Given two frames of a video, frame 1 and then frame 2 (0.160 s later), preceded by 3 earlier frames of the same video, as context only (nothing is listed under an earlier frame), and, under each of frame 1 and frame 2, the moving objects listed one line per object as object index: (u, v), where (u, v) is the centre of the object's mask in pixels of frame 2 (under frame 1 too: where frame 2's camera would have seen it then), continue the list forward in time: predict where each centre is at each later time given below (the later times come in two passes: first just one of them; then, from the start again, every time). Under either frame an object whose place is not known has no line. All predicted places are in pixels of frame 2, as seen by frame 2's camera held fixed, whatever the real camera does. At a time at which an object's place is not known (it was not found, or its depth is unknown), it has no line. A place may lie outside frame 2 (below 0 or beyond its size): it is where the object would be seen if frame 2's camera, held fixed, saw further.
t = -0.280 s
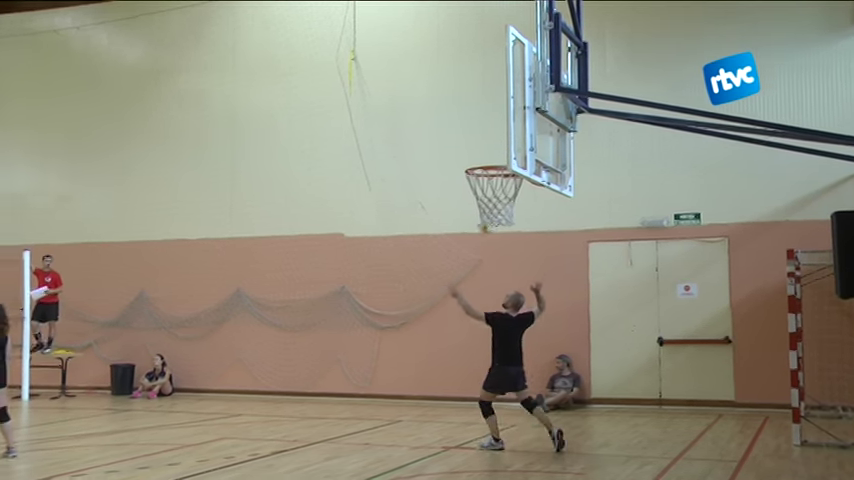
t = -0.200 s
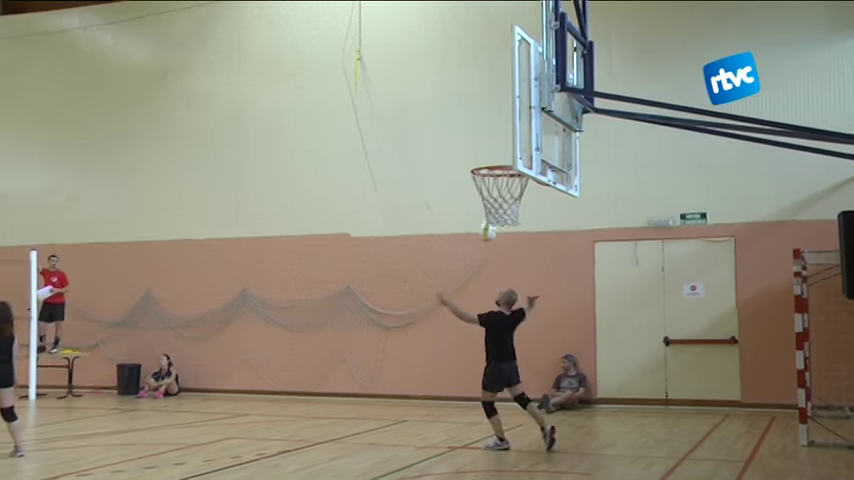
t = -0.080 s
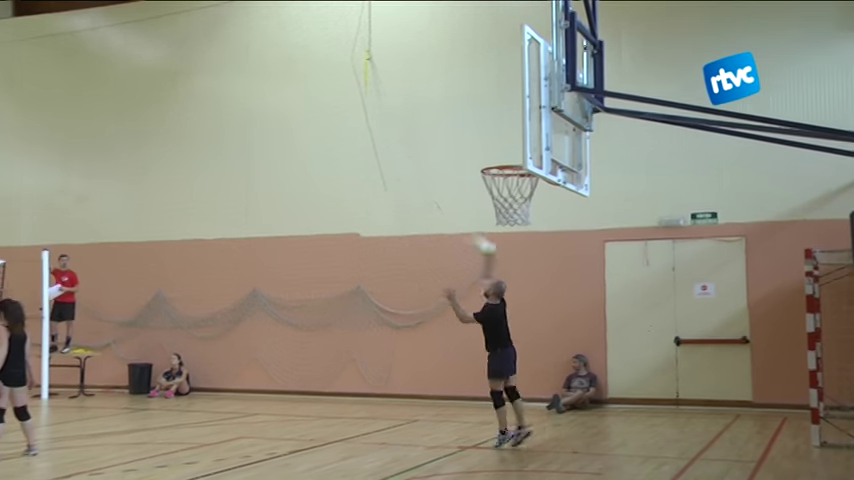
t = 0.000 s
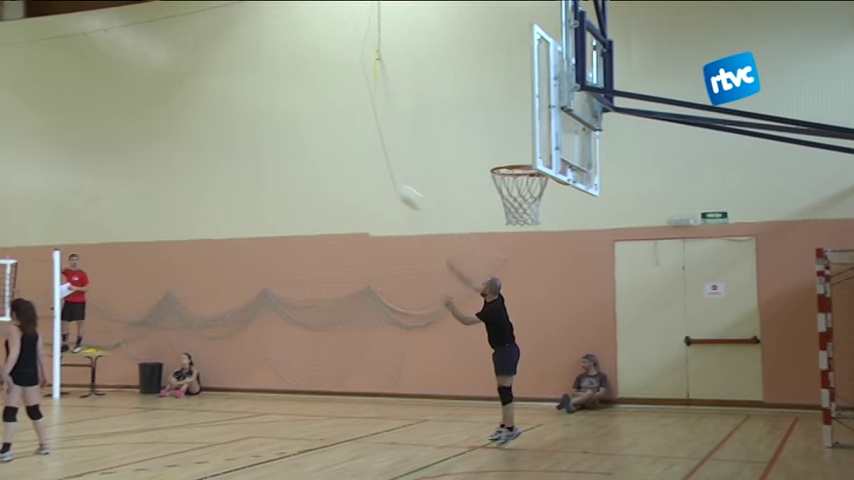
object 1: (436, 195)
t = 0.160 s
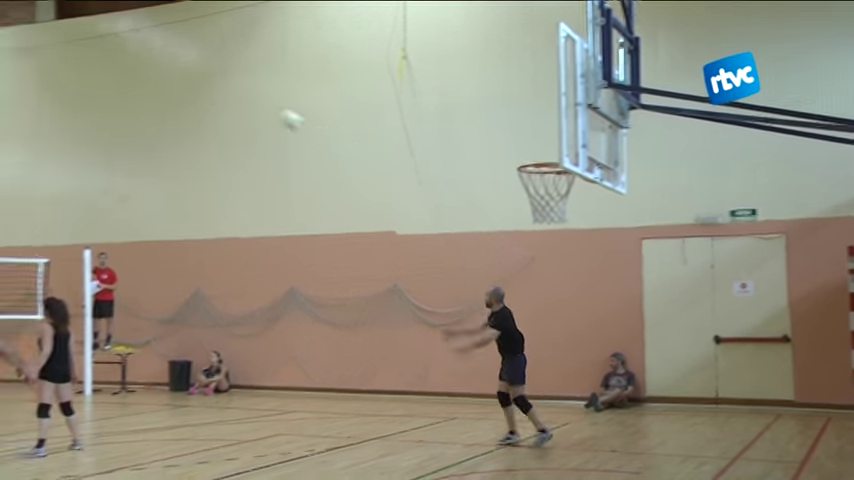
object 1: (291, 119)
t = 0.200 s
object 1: (259, 106)
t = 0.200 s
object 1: (259, 106)
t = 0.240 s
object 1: (228, 95)
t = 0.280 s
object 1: (198, 85)
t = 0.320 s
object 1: (168, 75)
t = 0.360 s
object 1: (139, 69)
